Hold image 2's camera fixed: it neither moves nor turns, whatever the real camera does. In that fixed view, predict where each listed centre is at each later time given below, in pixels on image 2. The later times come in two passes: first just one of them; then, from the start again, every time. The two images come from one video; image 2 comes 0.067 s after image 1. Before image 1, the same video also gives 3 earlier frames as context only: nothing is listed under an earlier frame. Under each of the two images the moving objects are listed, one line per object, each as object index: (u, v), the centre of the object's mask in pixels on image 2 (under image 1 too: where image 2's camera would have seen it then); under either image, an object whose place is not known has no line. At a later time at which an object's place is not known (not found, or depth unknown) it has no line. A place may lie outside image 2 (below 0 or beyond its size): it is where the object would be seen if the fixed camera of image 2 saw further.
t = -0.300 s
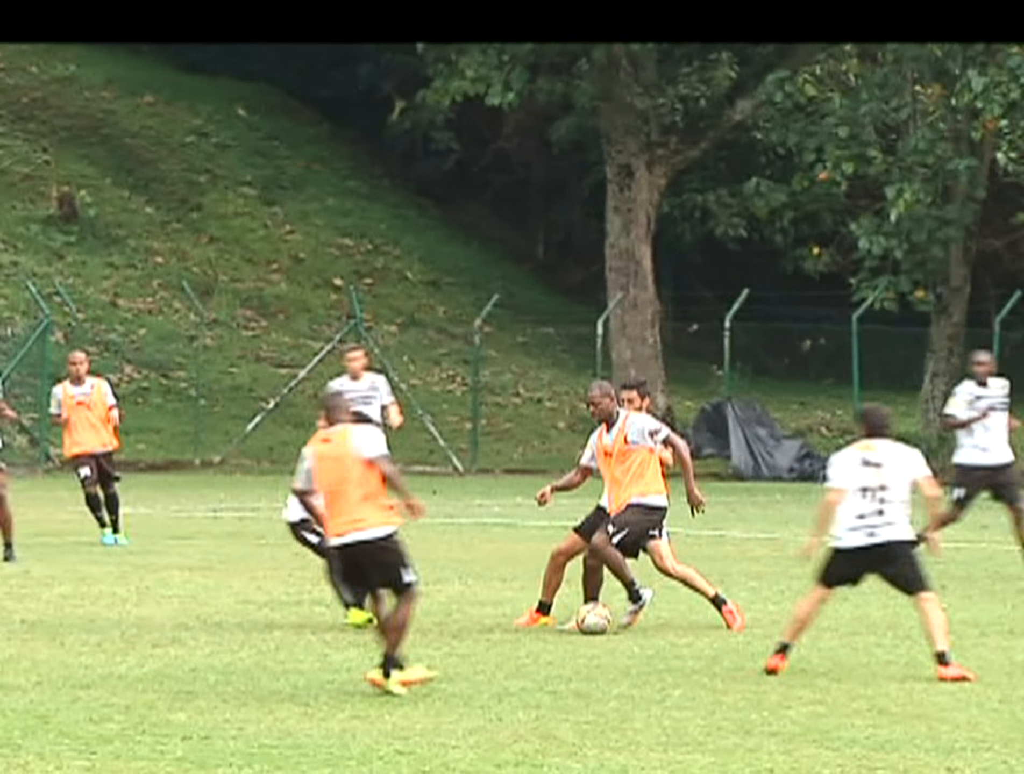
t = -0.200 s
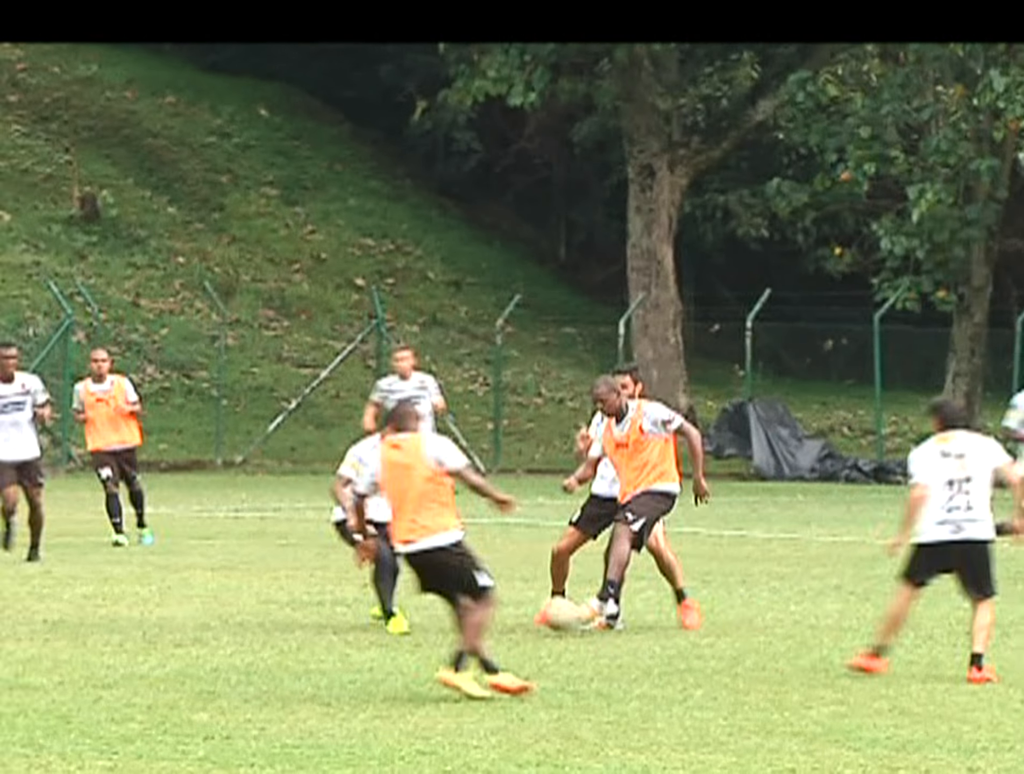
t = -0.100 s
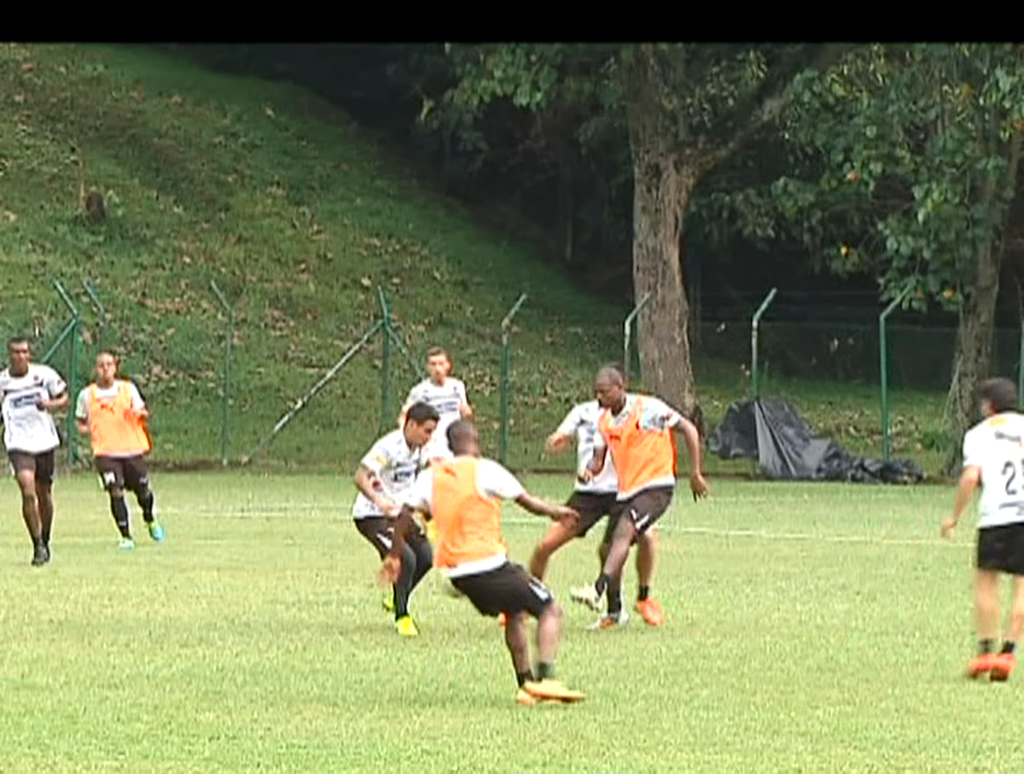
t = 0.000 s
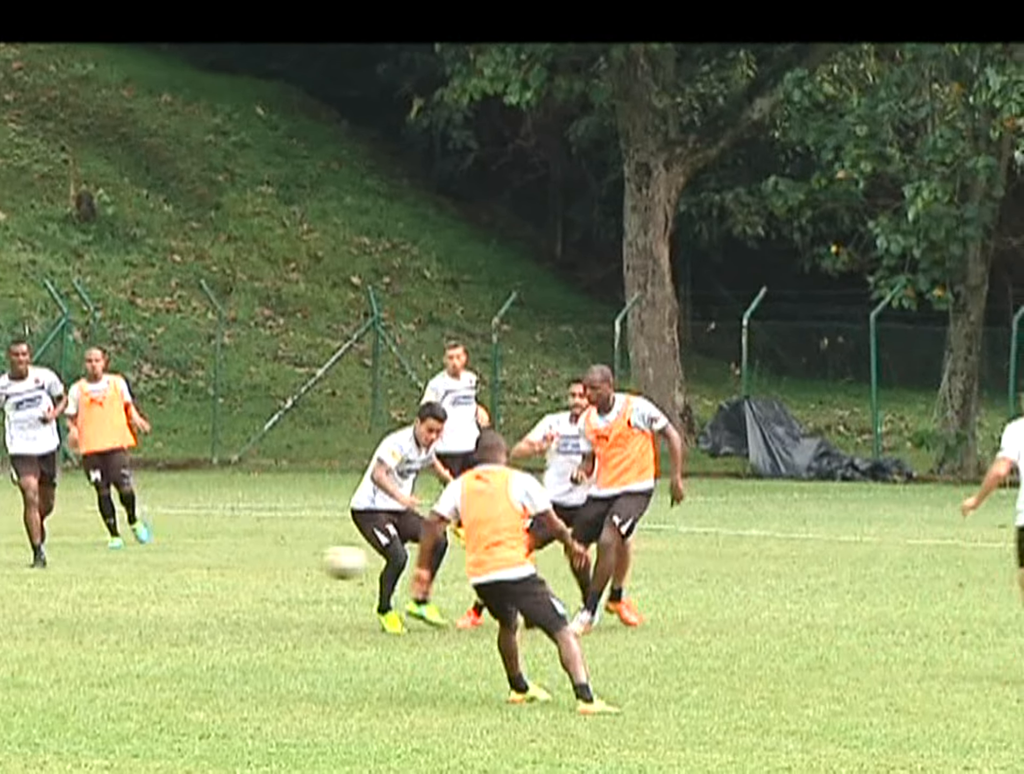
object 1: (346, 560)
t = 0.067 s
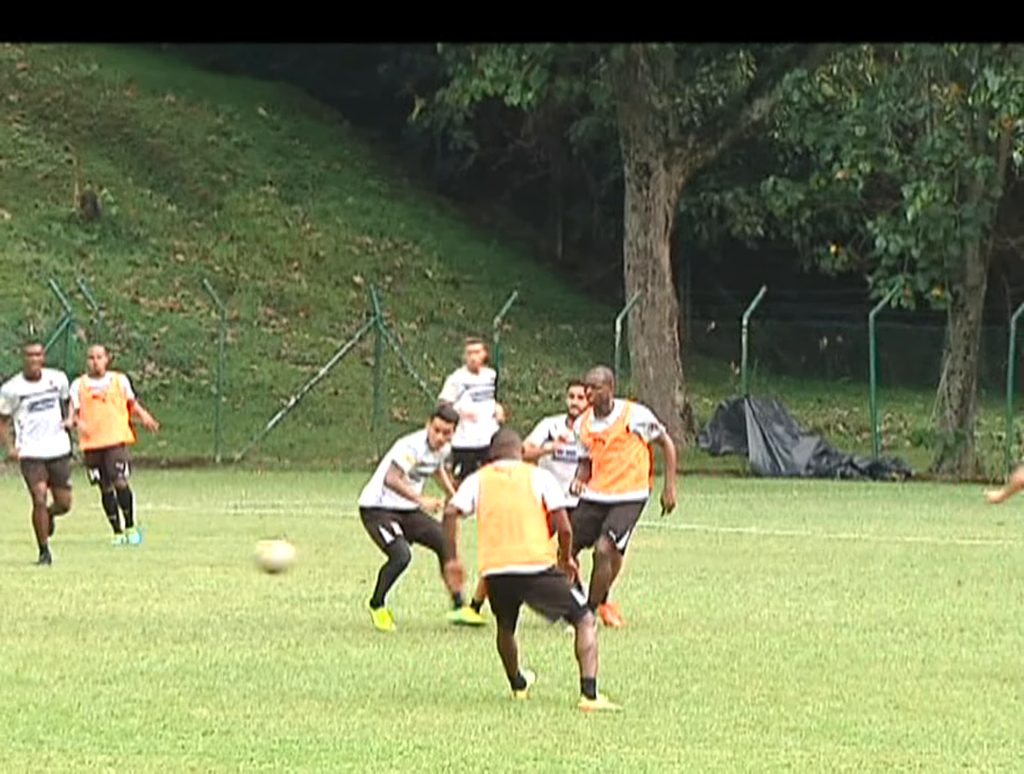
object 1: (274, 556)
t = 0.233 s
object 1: (89, 582)
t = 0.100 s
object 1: (237, 558)
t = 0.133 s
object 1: (201, 561)
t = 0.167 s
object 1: (164, 565)
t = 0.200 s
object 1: (126, 573)
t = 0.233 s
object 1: (89, 582)
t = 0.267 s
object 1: (50, 593)
